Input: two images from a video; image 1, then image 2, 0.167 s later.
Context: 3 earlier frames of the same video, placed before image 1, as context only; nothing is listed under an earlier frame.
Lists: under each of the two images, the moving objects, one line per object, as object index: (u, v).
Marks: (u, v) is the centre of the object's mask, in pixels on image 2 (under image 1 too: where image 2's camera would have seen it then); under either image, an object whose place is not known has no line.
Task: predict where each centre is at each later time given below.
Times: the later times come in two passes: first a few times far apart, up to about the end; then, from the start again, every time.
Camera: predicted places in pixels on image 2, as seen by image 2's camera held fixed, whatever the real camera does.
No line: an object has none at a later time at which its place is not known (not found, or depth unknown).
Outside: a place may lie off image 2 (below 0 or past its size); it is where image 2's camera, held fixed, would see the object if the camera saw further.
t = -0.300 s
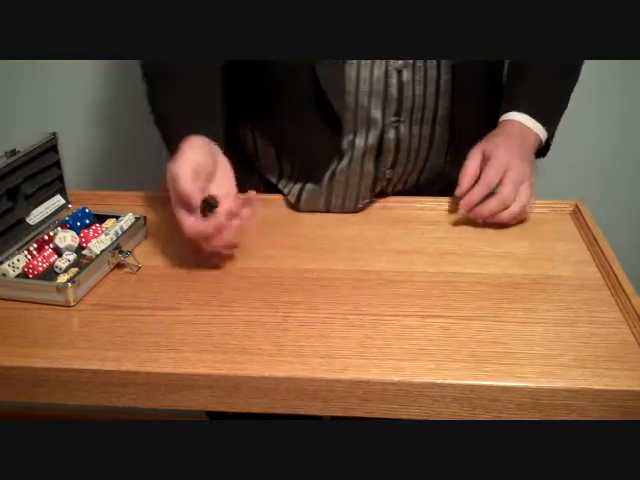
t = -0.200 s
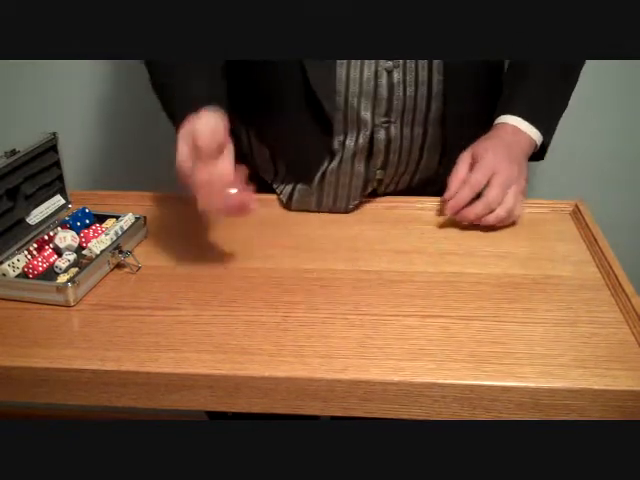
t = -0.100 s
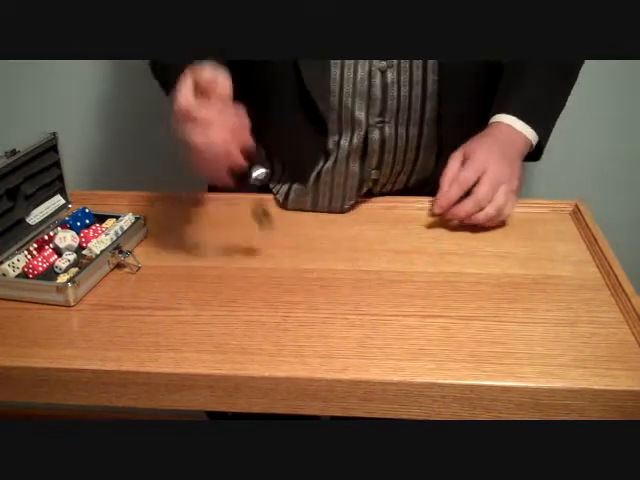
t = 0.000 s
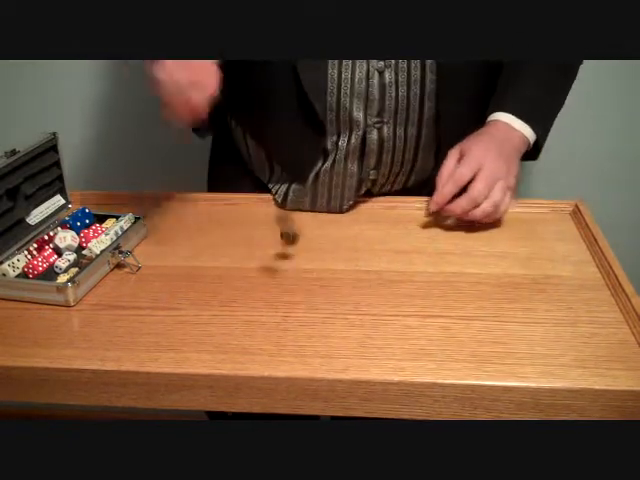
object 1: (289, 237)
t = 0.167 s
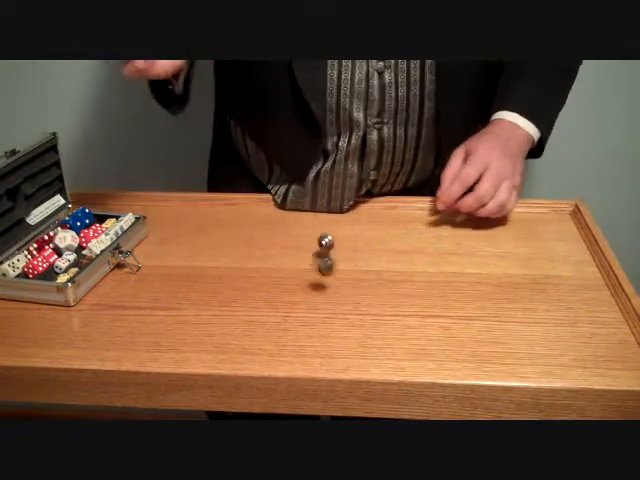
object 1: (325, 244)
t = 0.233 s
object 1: (328, 244)
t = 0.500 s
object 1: (362, 242)
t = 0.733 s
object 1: (376, 241)
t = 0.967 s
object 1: (374, 242)
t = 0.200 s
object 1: (326, 248)
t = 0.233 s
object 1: (328, 244)
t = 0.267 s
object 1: (332, 247)
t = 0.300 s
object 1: (338, 249)
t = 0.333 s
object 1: (345, 246)
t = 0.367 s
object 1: (347, 244)
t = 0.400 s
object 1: (349, 244)
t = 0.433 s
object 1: (351, 243)
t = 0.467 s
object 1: (360, 243)
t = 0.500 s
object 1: (362, 242)
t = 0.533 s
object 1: (362, 240)
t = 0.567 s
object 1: (364, 242)
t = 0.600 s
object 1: (368, 243)
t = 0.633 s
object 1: (374, 243)
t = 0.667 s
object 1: (377, 242)
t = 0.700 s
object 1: (378, 241)
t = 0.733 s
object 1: (376, 241)
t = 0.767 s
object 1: (376, 241)
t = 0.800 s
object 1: (375, 242)
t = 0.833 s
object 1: (374, 242)
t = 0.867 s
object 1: (374, 242)
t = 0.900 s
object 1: (374, 242)
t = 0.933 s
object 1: (374, 242)
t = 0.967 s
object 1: (374, 242)
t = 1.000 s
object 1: (374, 242)
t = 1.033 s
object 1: (374, 242)
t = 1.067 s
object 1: (374, 242)
